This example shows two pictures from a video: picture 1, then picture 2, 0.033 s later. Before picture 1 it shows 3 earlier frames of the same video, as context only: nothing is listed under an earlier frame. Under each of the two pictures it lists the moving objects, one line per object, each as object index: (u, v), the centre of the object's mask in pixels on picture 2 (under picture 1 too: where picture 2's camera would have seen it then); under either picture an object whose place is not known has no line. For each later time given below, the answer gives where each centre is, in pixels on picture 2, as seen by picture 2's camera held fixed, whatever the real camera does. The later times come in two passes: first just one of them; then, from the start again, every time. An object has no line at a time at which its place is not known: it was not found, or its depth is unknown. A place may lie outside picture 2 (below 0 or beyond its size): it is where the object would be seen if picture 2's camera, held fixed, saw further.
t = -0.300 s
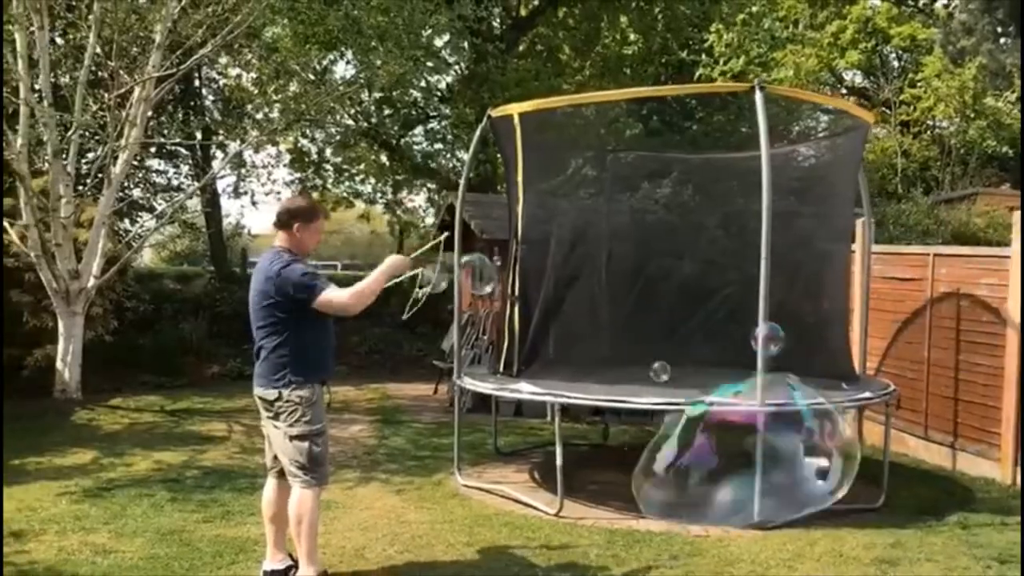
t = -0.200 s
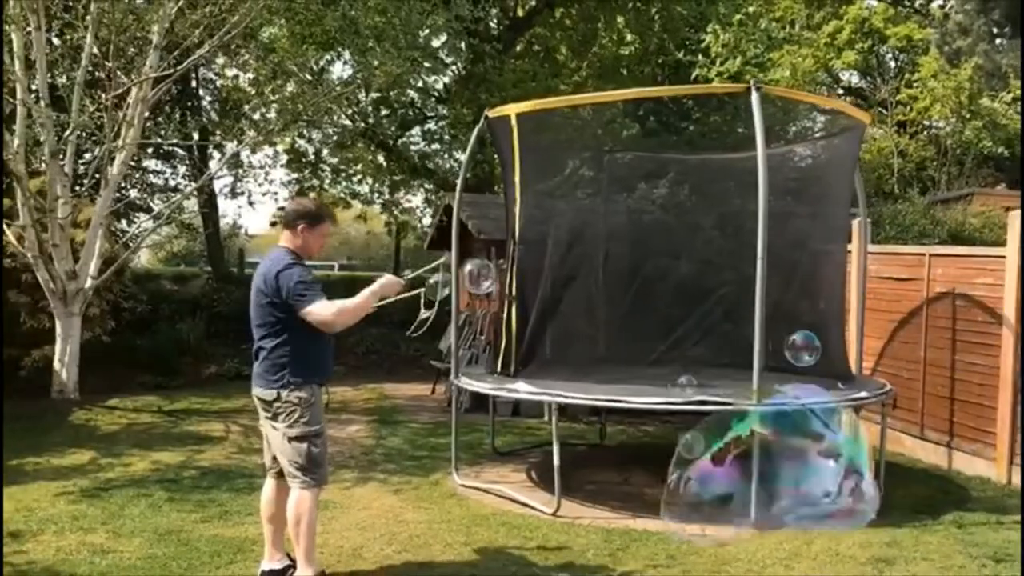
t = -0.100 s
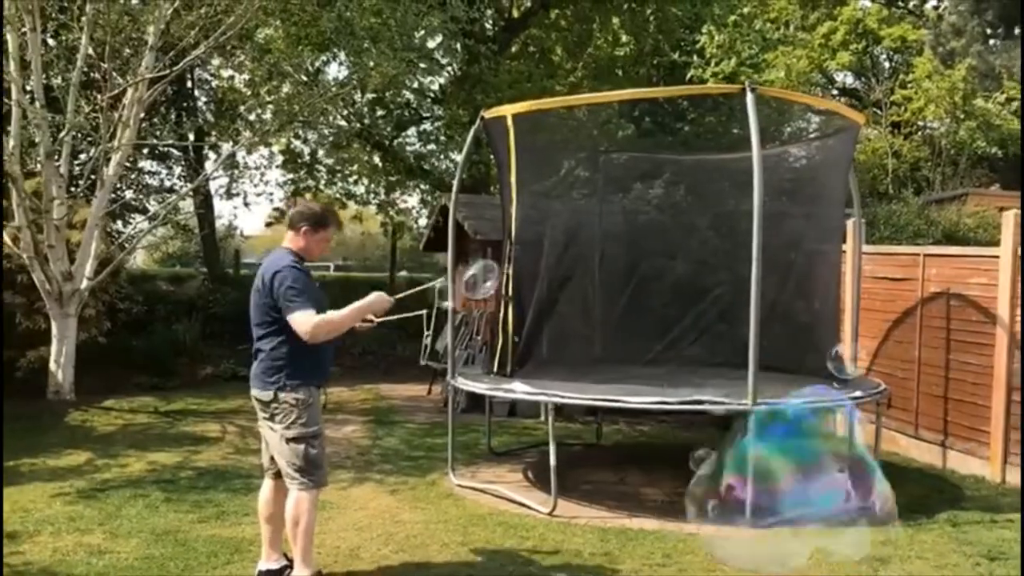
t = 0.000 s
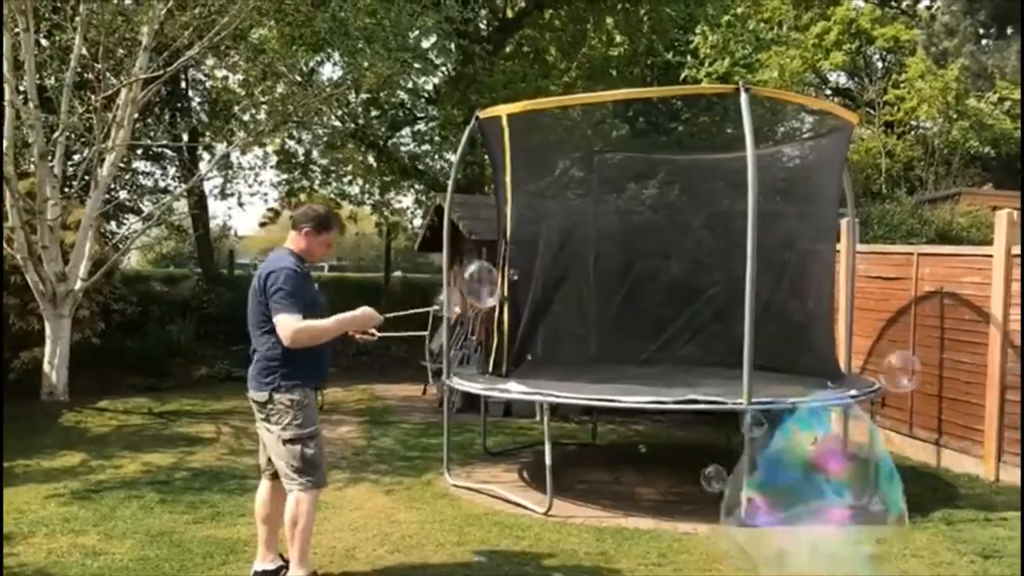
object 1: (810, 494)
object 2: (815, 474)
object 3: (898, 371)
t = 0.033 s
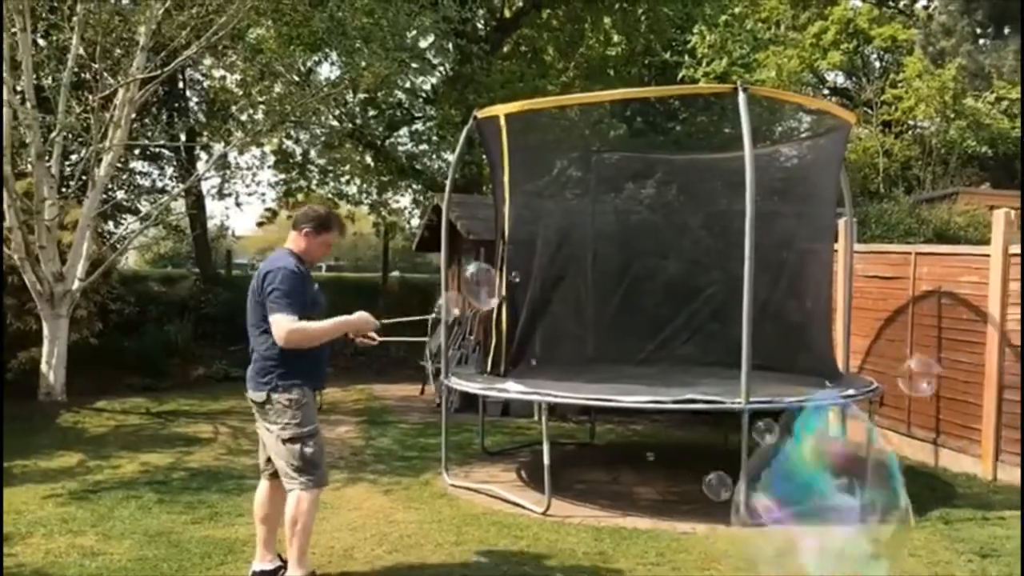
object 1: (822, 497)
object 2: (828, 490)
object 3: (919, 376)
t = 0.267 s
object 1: (902, 508)
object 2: (904, 504)
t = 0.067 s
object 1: (833, 497)
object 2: (834, 493)
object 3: (943, 380)
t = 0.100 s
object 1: (844, 497)
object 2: (844, 489)
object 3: (964, 385)
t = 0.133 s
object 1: (854, 497)
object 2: (851, 492)
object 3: (991, 390)
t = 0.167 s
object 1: (866, 503)
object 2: (862, 496)
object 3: (1016, 396)
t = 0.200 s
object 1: (873, 502)
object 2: (874, 496)
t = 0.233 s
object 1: (890, 508)
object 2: (890, 501)
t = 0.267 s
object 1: (902, 508)
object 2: (904, 504)
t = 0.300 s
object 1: (915, 518)
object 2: (921, 521)
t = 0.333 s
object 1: (928, 523)
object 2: (938, 525)
